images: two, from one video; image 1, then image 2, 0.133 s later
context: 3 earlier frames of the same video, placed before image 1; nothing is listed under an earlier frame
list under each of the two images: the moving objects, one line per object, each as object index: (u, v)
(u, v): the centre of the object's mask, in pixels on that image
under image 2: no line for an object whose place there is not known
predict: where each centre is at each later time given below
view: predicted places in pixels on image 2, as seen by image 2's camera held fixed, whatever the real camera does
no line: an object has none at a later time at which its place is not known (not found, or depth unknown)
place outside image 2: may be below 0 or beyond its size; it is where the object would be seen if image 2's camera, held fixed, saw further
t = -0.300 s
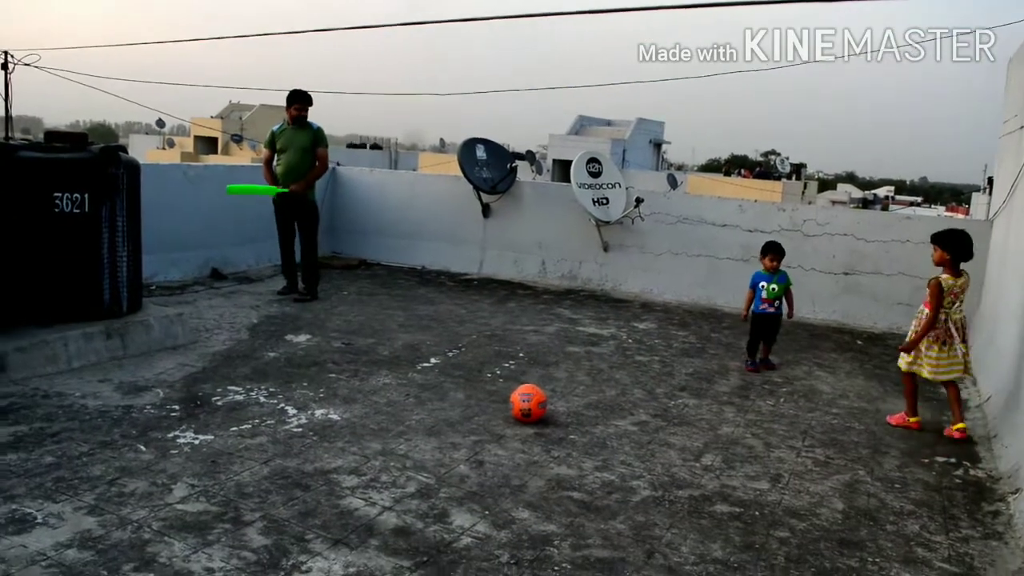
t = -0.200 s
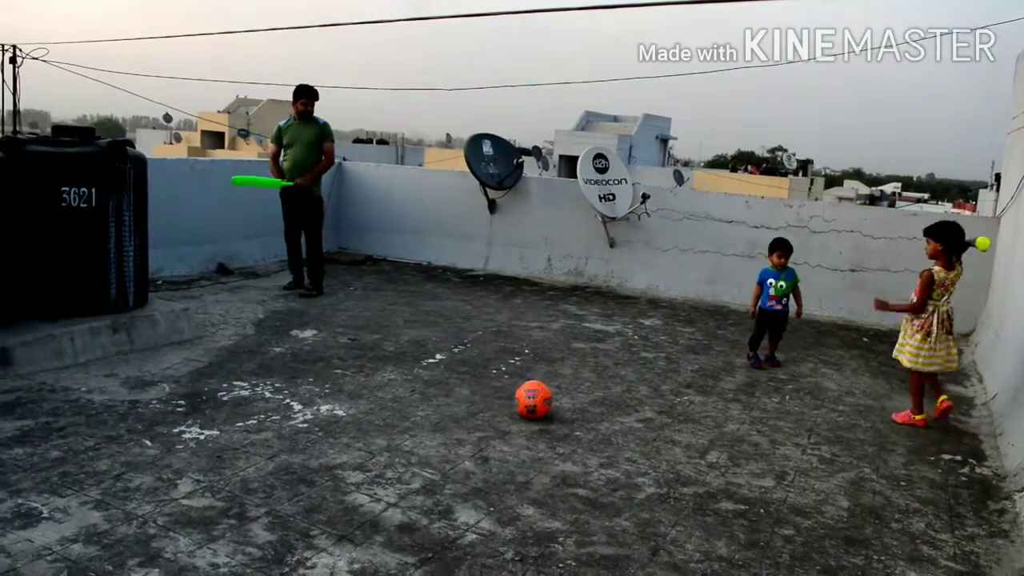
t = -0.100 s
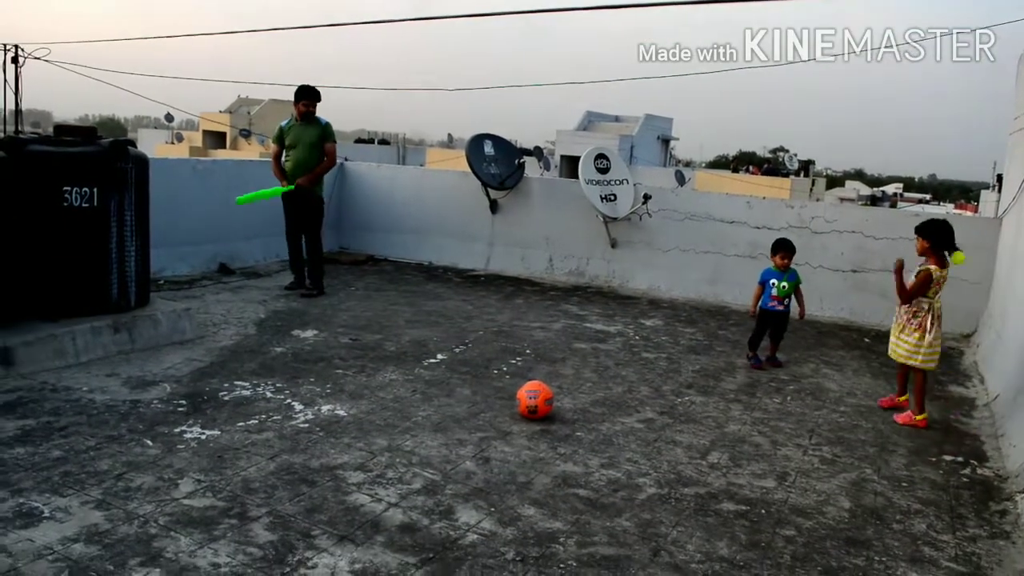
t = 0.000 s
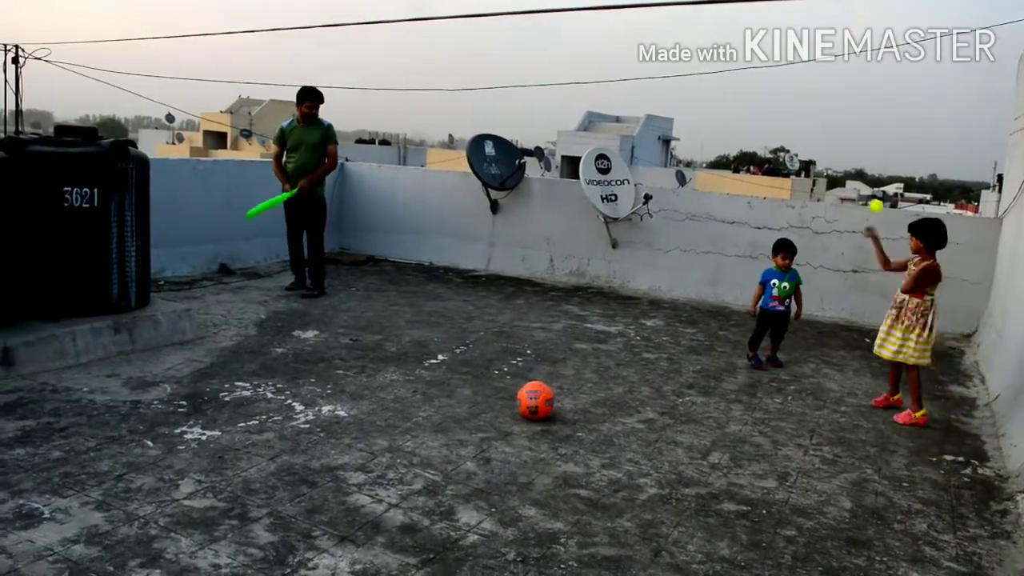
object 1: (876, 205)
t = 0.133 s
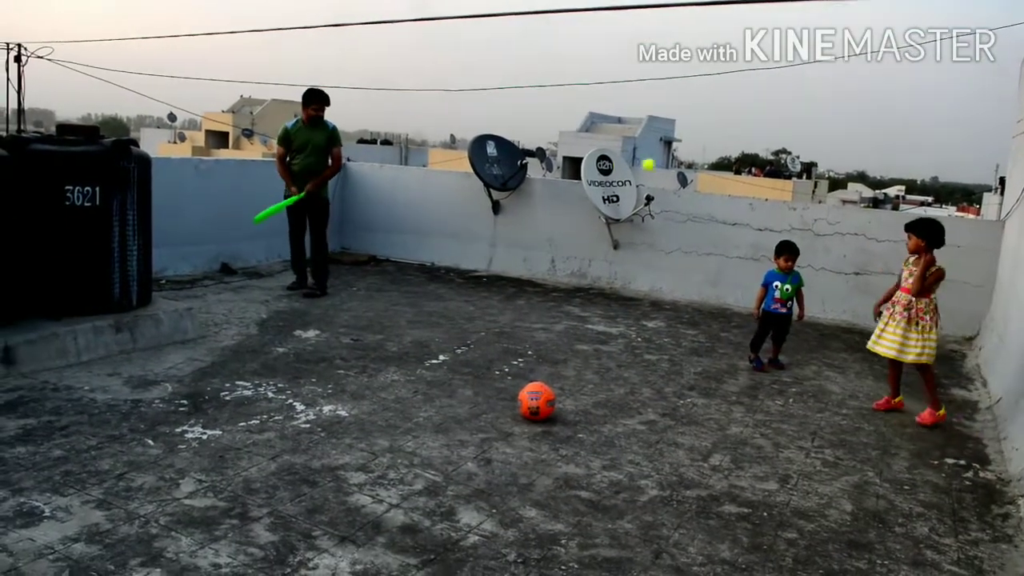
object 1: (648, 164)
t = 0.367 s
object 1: (375, 273)
